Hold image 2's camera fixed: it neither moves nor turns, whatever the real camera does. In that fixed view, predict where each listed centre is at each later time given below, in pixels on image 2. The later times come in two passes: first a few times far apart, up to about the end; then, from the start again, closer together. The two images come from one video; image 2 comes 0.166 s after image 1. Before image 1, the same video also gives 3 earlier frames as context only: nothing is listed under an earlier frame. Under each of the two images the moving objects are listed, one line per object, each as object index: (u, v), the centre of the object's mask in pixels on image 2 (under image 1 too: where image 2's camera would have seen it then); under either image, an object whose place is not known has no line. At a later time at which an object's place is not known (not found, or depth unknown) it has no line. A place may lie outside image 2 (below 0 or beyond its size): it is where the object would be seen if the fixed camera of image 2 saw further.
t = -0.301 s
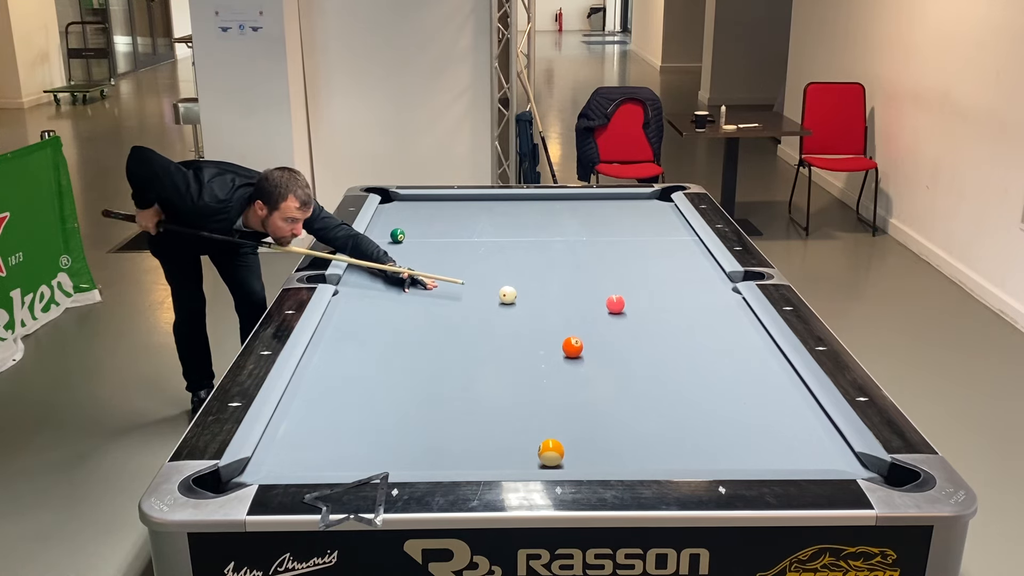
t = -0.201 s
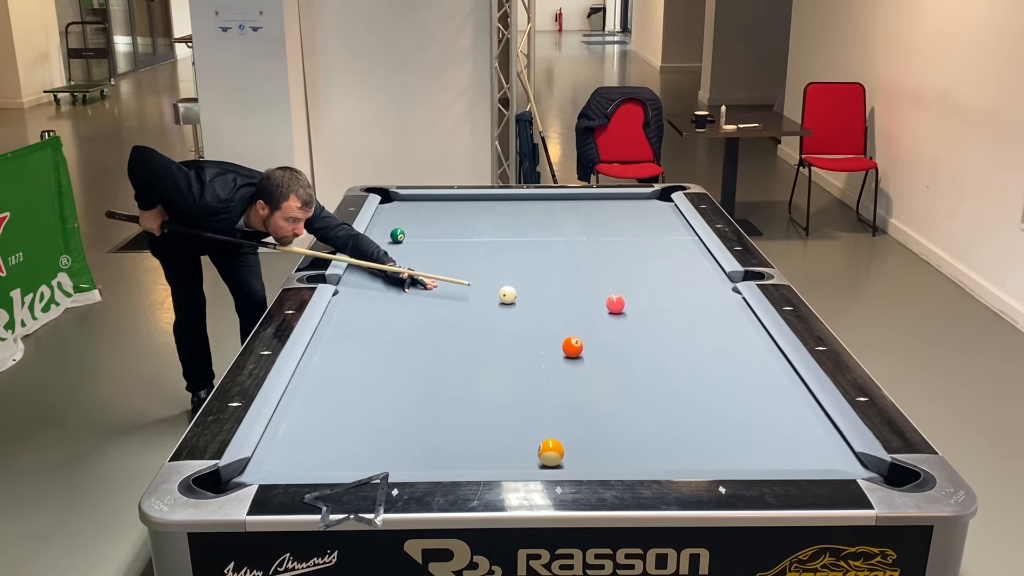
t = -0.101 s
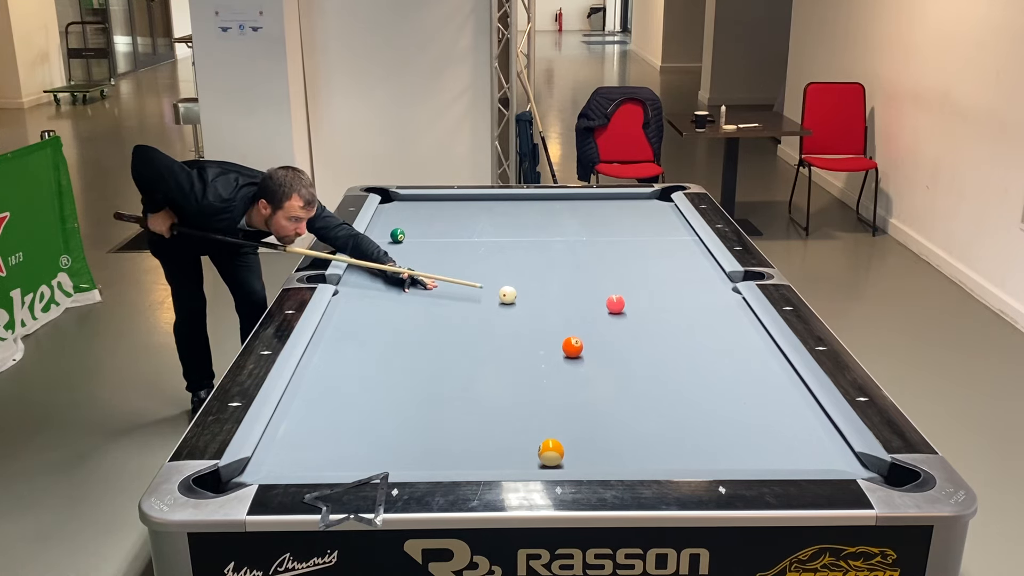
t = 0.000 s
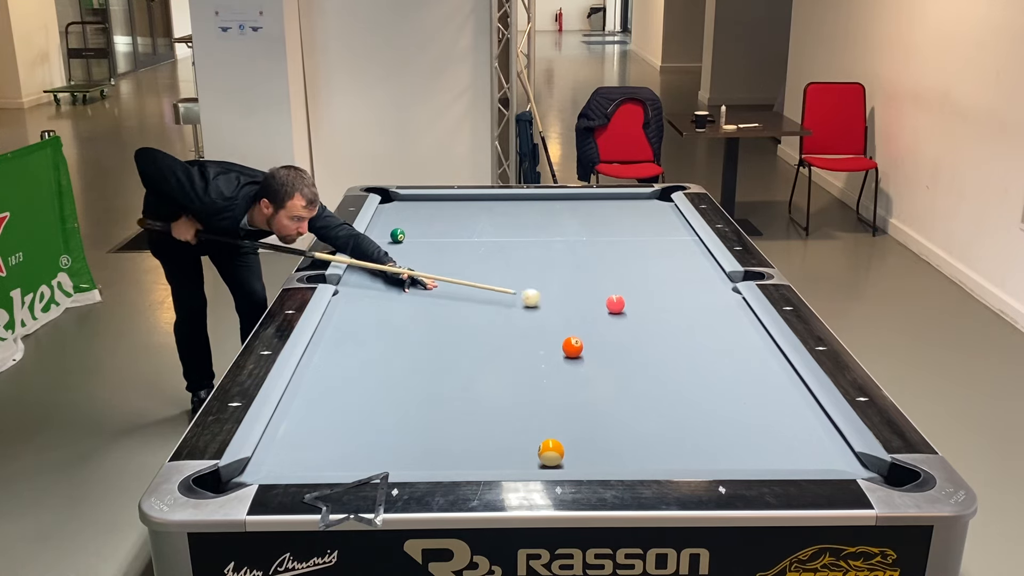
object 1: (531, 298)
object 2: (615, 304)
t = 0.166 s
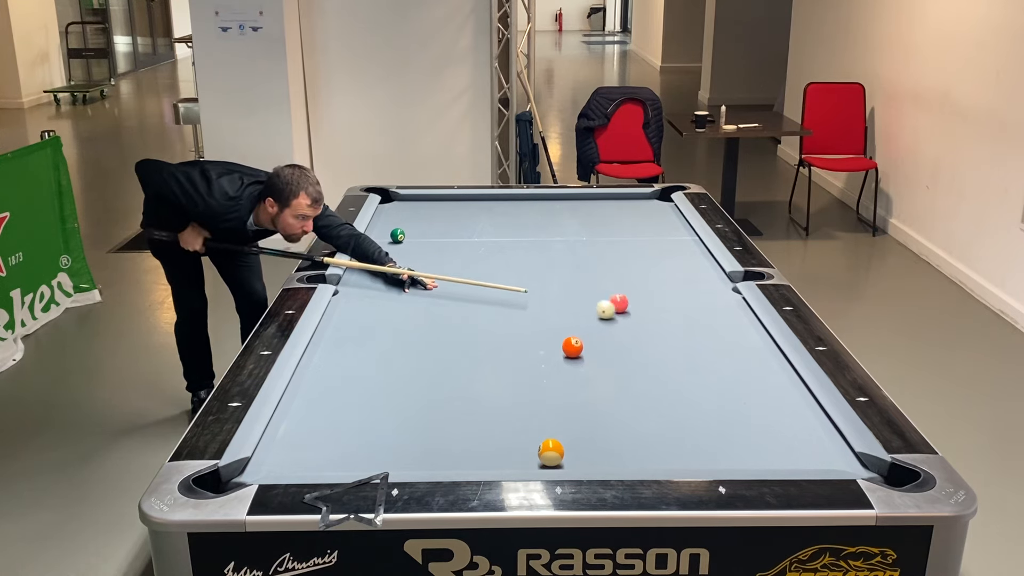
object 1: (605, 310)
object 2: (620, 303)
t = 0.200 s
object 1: (615, 314)
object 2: (626, 301)
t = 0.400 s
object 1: (685, 336)
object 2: (653, 296)
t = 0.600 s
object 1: (763, 360)
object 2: (680, 291)
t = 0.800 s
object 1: (762, 378)
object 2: (705, 286)
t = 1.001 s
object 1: (736, 395)
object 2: (728, 280)
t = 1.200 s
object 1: (709, 412)
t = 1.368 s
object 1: (686, 426)
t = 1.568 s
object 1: (657, 444)
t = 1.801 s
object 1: (620, 461)
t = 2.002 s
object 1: (585, 457)
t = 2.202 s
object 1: (574, 448)
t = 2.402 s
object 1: (569, 439)
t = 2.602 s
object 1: (565, 431)
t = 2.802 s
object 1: (561, 425)
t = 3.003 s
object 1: (559, 419)
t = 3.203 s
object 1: (557, 414)
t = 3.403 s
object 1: (556, 410)
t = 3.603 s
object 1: (555, 406)
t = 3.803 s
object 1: (554, 403)
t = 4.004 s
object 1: (554, 401)
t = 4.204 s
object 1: (554, 399)
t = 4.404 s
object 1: (554, 398)
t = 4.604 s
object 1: (554, 398)
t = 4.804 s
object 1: (554, 398)
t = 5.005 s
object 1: (554, 398)
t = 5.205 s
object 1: (554, 398)
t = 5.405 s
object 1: (554, 398)
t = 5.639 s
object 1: (554, 398)
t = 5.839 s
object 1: (554, 398)
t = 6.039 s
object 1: (554, 398)
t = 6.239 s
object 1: (554, 398)
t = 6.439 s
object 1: (554, 398)
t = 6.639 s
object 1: (554, 398)
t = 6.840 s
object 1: (554, 398)
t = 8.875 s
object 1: (558, 395)
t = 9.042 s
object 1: (555, 398)
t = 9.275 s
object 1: (555, 398)
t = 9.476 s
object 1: (555, 398)
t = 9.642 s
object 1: (555, 398)
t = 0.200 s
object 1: (615, 314)
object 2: (626, 301)
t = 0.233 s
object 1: (626, 317)
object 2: (630, 300)
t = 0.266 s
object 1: (637, 320)
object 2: (635, 300)
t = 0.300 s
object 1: (649, 324)
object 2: (640, 299)
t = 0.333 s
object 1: (661, 328)
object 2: (644, 298)
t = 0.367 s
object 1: (672, 332)
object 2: (649, 297)
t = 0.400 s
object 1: (685, 336)
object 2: (653, 296)
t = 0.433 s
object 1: (697, 340)
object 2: (658, 295)
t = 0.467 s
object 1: (710, 344)
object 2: (662, 294)
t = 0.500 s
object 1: (723, 348)
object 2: (667, 293)
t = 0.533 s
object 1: (736, 352)
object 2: (671, 292)
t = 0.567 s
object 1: (749, 356)
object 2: (676, 291)
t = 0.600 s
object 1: (763, 360)
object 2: (680, 291)
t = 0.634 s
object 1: (777, 364)
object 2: (684, 290)
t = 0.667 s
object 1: (779, 368)
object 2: (688, 289)
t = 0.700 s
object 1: (775, 370)
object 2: (692, 288)
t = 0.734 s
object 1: (770, 373)
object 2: (696, 287)
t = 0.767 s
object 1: (766, 376)
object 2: (700, 286)
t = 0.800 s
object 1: (762, 378)
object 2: (705, 286)
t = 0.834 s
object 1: (758, 381)
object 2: (709, 285)
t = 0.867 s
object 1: (753, 384)
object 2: (712, 284)
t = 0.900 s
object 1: (749, 386)
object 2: (716, 283)
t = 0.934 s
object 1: (745, 389)
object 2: (720, 282)
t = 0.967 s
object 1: (740, 392)
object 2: (724, 281)
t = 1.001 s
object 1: (736, 395)
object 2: (728, 280)
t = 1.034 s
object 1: (732, 397)
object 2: (731, 280)
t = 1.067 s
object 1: (727, 400)
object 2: (734, 279)
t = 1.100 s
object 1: (723, 403)
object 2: (738, 279)
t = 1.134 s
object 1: (718, 406)
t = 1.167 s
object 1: (714, 408)
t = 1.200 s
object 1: (709, 412)
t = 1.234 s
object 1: (704, 414)
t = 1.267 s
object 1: (700, 417)
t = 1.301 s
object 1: (695, 420)
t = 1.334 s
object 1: (691, 423)
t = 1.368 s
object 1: (686, 426)
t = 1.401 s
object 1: (681, 429)
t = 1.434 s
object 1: (676, 432)
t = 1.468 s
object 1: (671, 435)
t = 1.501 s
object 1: (666, 438)
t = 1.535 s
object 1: (661, 441)
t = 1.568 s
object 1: (657, 444)
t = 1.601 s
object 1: (651, 448)
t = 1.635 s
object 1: (647, 451)
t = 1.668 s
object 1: (641, 454)
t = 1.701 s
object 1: (636, 456)
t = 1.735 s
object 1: (631, 458)
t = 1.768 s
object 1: (626, 460)
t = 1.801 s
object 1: (620, 461)
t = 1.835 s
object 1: (614, 462)
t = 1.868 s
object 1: (608, 461)
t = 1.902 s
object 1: (602, 460)
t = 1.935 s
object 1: (597, 459)
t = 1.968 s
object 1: (591, 458)
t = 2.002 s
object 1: (585, 457)
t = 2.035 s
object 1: (580, 456)
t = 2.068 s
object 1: (577, 454)
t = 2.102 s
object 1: (577, 452)
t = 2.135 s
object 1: (576, 451)
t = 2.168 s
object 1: (575, 449)
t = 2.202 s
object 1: (574, 448)
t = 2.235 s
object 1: (573, 446)
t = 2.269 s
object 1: (572, 445)
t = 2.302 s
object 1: (571, 443)
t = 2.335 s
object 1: (571, 442)
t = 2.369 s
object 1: (570, 440)
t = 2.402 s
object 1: (569, 439)
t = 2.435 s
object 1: (568, 438)
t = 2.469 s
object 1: (568, 436)
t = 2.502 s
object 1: (567, 435)
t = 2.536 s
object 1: (566, 434)
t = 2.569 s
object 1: (566, 433)
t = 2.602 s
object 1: (565, 431)
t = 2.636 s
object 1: (564, 430)
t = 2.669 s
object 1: (564, 429)
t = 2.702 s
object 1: (563, 428)
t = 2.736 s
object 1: (562, 427)
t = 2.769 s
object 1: (562, 426)
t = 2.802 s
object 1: (561, 425)
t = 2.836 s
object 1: (561, 424)
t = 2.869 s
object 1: (560, 423)
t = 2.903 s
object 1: (560, 422)
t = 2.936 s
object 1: (560, 421)
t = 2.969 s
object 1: (559, 420)
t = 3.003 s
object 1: (559, 419)
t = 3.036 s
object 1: (558, 418)
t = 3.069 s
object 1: (558, 417)
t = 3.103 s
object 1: (558, 417)
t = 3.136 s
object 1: (558, 416)
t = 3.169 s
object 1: (557, 415)
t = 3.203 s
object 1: (557, 414)
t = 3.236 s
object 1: (557, 413)
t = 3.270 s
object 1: (557, 412)
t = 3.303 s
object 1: (556, 412)
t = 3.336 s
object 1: (556, 411)
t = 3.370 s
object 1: (556, 410)
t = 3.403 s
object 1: (556, 410)
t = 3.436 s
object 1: (556, 409)
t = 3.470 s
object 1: (555, 408)
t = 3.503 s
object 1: (555, 408)
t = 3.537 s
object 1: (555, 407)
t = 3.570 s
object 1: (555, 407)
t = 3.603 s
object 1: (555, 406)
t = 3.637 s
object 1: (555, 405)
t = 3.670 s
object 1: (555, 405)
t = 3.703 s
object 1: (555, 404)
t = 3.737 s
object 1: (555, 404)
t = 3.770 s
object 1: (554, 403)
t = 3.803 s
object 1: (554, 403)
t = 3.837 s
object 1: (554, 403)
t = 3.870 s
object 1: (554, 402)
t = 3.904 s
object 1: (554, 402)
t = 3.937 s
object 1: (554, 402)
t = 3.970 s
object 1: (554, 401)
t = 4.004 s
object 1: (554, 401)
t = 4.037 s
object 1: (554, 401)
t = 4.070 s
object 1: (554, 400)
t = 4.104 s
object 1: (554, 400)
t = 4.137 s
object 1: (554, 400)
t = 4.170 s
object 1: (554, 400)
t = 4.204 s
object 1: (554, 399)
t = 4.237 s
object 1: (554, 399)
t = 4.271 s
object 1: (554, 399)
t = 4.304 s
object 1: (554, 399)
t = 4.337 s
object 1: (554, 398)
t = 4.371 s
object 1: (554, 398)
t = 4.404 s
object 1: (554, 398)
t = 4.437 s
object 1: (554, 398)
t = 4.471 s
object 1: (554, 398)
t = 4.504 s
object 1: (554, 398)
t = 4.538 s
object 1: (554, 398)
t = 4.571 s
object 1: (554, 398)
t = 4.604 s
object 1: (554, 398)
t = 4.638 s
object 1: (554, 398)
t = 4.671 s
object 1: (554, 398)
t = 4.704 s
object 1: (554, 398)
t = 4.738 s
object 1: (554, 398)
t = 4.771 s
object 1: (554, 398)
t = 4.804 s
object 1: (554, 398)
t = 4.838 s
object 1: (554, 398)
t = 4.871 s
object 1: (554, 398)
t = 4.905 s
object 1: (554, 398)
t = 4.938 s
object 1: (554, 398)
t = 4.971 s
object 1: (554, 398)
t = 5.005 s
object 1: (554, 398)
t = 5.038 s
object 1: (554, 398)
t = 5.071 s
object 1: (554, 398)
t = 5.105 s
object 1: (554, 398)
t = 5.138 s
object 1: (554, 398)
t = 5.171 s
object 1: (554, 398)
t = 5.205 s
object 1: (554, 398)
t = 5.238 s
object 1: (554, 398)
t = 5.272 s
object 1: (554, 398)
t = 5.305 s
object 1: (554, 398)
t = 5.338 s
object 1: (554, 398)
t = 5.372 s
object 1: (554, 398)
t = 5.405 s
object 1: (554, 398)
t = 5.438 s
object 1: (554, 398)
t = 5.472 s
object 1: (554, 398)
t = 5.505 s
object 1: (554, 398)
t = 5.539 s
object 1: (554, 398)
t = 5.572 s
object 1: (554, 398)
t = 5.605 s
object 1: (554, 398)
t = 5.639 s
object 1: (554, 398)
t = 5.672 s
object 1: (554, 398)
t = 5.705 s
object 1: (554, 398)
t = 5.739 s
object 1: (554, 398)
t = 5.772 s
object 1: (554, 398)
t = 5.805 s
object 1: (554, 398)
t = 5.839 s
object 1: (554, 398)
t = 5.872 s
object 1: (554, 398)
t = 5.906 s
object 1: (554, 398)
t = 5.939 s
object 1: (554, 398)
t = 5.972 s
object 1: (554, 398)
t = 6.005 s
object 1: (554, 398)
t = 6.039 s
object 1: (554, 398)
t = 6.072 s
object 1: (554, 398)
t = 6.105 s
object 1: (554, 398)
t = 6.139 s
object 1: (554, 398)
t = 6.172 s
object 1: (554, 398)
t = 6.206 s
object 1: (554, 398)
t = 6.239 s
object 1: (554, 398)
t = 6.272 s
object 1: (554, 398)
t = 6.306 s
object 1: (554, 398)
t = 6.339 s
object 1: (554, 398)
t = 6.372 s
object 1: (554, 398)
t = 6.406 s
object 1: (554, 398)
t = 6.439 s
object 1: (554, 398)
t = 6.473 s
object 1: (554, 398)
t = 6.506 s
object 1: (554, 398)
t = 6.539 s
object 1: (554, 398)
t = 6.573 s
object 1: (554, 398)
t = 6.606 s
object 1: (554, 398)
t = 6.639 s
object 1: (554, 398)
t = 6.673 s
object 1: (554, 398)
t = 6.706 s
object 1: (554, 398)
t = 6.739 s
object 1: (554, 398)
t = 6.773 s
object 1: (554, 398)
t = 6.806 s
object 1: (554, 398)
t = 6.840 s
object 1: (554, 398)
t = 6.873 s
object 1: (555, 398)
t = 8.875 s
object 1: (558, 395)
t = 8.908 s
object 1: (555, 398)
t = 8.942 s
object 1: (555, 398)
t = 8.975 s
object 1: (555, 398)
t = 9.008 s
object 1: (555, 398)
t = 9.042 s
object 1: (555, 398)
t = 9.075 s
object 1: (555, 398)
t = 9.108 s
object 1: (555, 398)
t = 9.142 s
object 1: (555, 398)
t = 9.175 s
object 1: (555, 398)
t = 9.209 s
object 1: (555, 398)
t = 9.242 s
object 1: (555, 398)
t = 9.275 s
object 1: (555, 398)
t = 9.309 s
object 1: (555, 398)
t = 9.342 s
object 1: (555, 398)
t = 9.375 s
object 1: (555, 398)
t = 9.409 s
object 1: (555, 398)
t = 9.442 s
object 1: (555, 398)
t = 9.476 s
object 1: (555, 398)
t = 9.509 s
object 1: (555, 398)
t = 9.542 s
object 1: (555, 398)
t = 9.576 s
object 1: (555, 398)
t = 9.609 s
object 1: (555, 398)
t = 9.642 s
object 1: (555, 398)
